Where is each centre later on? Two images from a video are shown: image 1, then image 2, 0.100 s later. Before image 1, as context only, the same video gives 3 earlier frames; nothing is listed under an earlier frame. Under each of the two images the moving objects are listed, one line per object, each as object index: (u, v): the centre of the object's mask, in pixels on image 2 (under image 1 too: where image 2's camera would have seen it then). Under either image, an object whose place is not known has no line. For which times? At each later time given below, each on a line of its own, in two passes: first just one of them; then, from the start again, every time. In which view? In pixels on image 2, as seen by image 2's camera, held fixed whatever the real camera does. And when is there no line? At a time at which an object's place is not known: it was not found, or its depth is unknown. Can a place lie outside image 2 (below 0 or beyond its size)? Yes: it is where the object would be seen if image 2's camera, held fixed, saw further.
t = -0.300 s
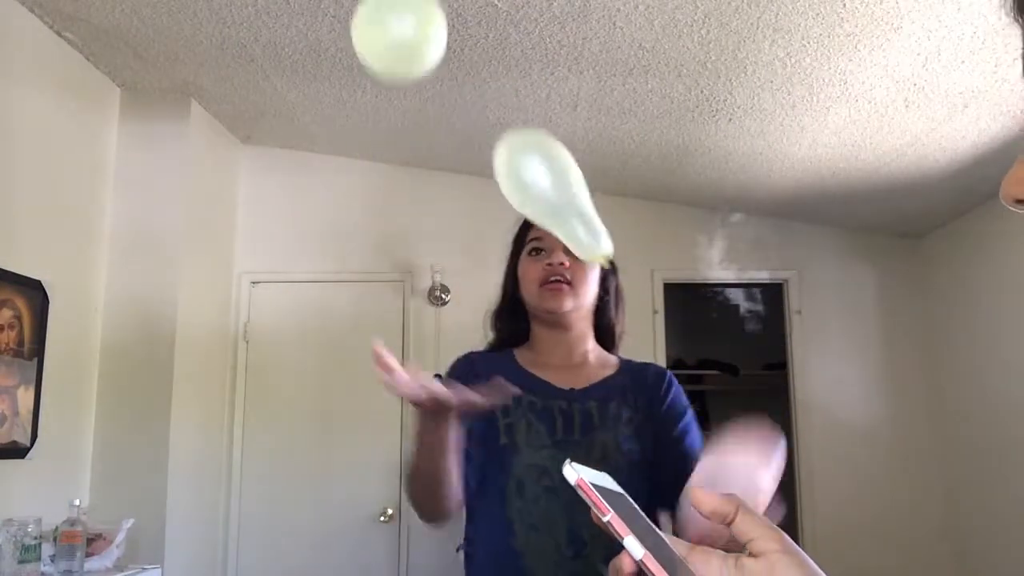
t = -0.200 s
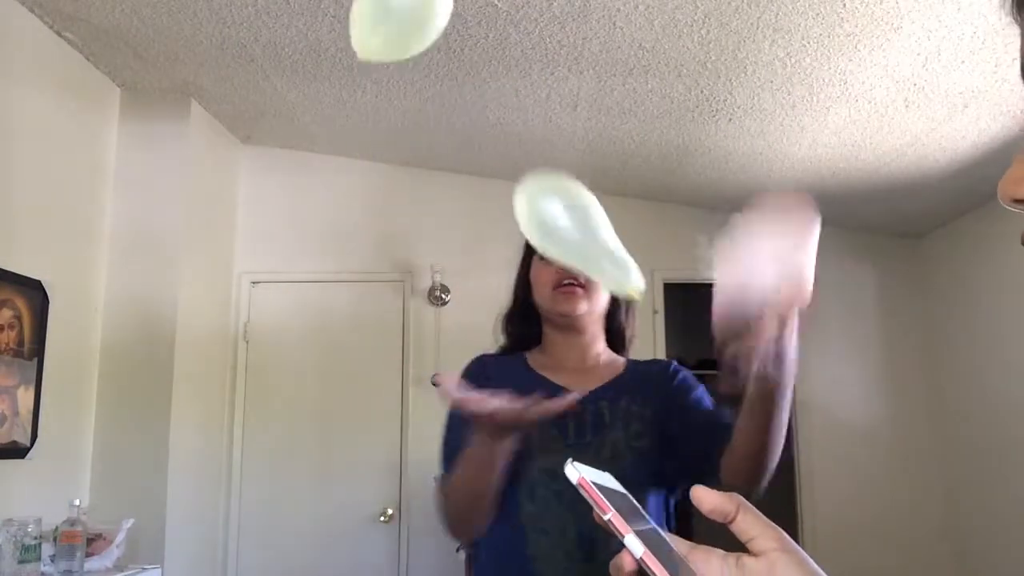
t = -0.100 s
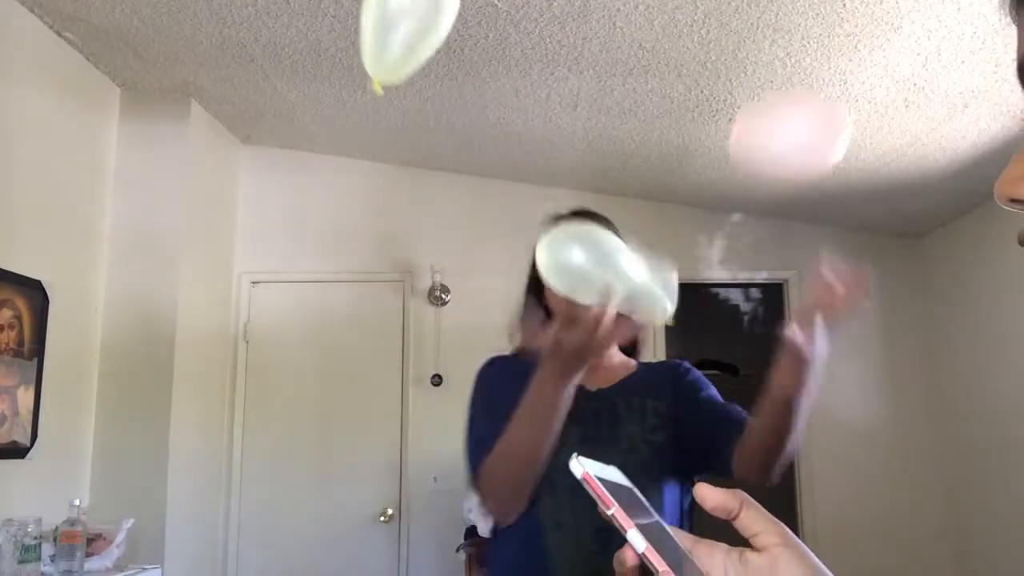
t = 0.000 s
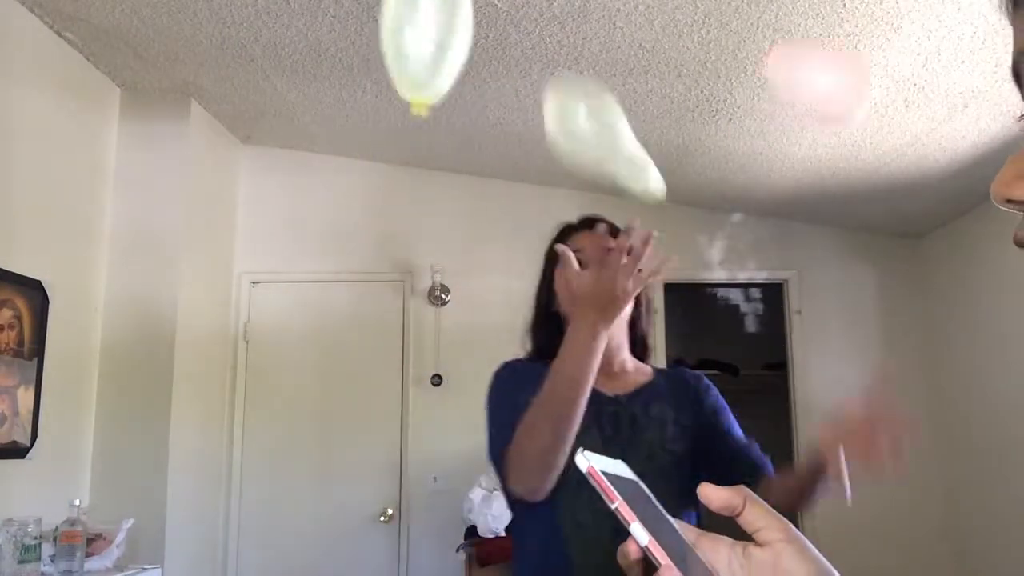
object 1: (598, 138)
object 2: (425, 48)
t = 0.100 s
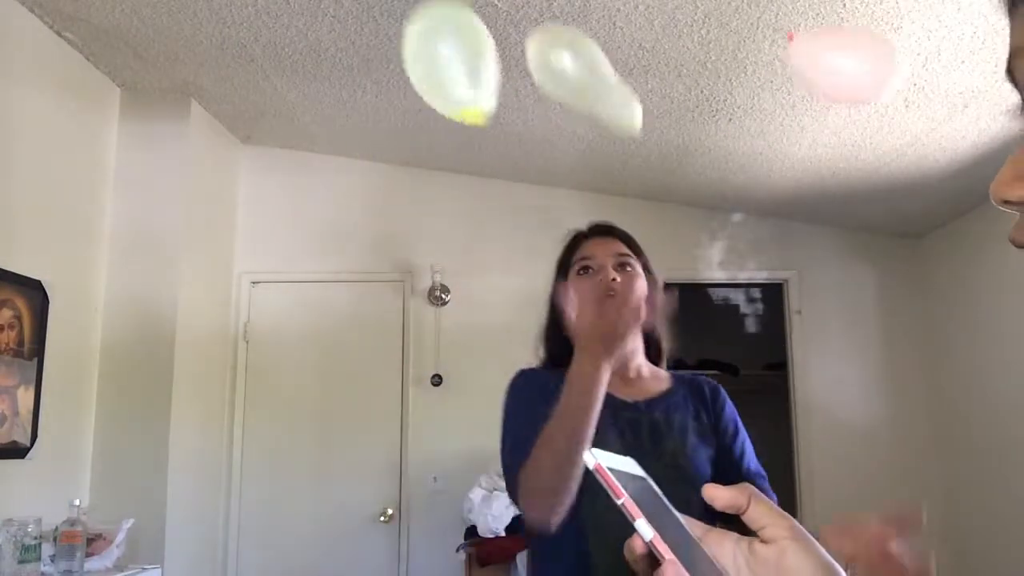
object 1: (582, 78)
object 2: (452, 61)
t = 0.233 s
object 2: (496, 117)
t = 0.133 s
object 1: (578, 64)
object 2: (462, 73)
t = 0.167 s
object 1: (574, 53)
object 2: (472, 87)
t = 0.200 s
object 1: (569, 45)
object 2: (484, 102)
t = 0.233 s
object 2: (496, 117)
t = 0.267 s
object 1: (564, 38)
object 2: (508, 132)
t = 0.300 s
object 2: (521, 149)
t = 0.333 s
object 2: (535, 166)
